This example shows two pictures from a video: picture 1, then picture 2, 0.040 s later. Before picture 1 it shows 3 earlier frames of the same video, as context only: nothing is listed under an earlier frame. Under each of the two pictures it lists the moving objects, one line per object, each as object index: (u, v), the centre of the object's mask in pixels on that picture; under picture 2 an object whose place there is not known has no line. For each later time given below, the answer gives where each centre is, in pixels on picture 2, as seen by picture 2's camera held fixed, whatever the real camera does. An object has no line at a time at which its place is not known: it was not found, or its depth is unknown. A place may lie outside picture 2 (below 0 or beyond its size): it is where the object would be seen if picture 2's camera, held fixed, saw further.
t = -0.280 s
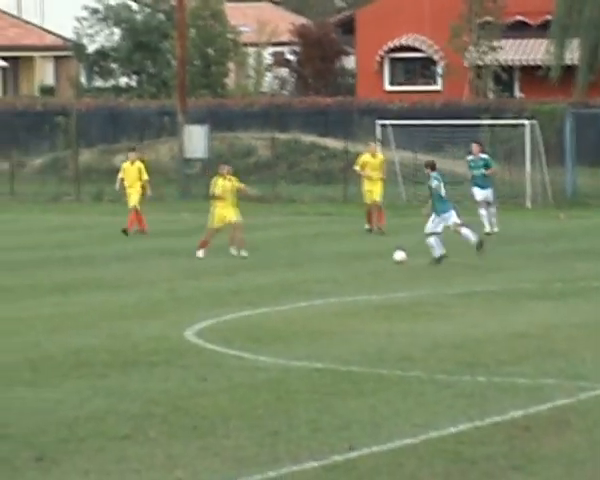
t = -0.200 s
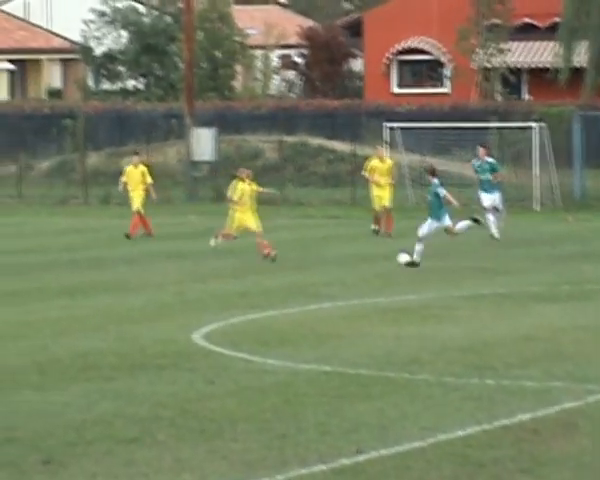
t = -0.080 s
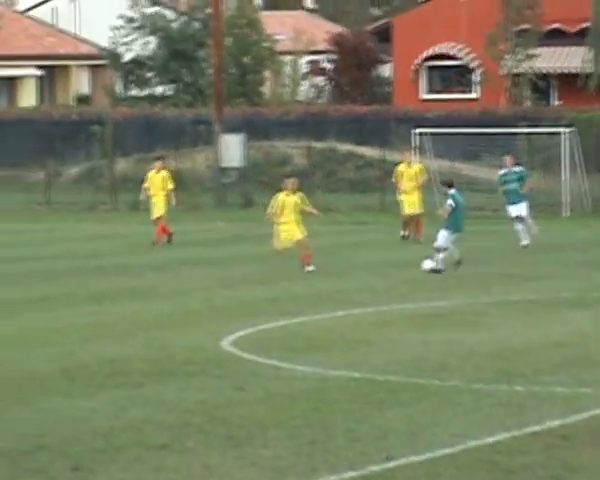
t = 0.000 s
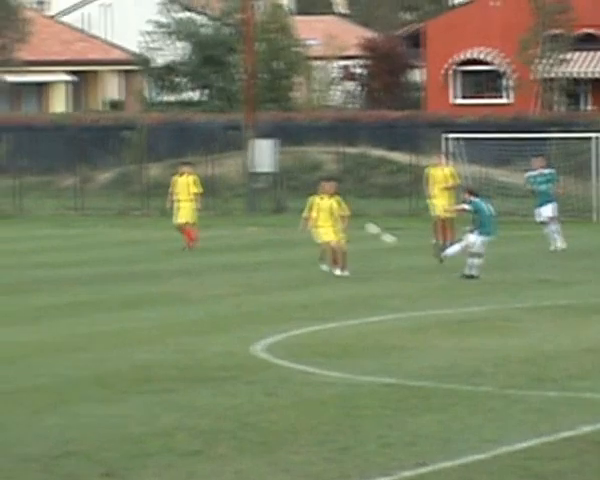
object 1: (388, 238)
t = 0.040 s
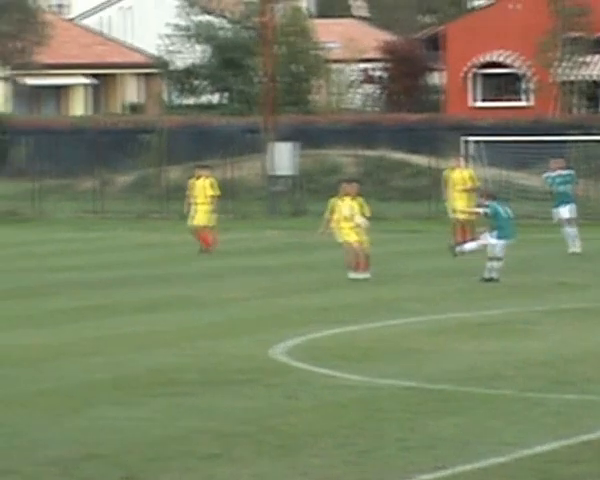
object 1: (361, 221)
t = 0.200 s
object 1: (175, 150)
